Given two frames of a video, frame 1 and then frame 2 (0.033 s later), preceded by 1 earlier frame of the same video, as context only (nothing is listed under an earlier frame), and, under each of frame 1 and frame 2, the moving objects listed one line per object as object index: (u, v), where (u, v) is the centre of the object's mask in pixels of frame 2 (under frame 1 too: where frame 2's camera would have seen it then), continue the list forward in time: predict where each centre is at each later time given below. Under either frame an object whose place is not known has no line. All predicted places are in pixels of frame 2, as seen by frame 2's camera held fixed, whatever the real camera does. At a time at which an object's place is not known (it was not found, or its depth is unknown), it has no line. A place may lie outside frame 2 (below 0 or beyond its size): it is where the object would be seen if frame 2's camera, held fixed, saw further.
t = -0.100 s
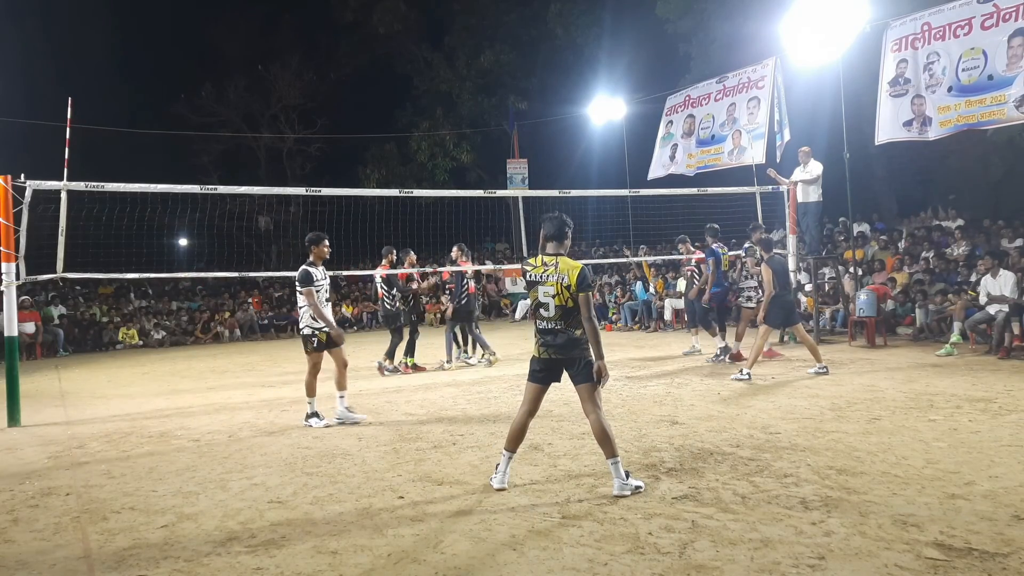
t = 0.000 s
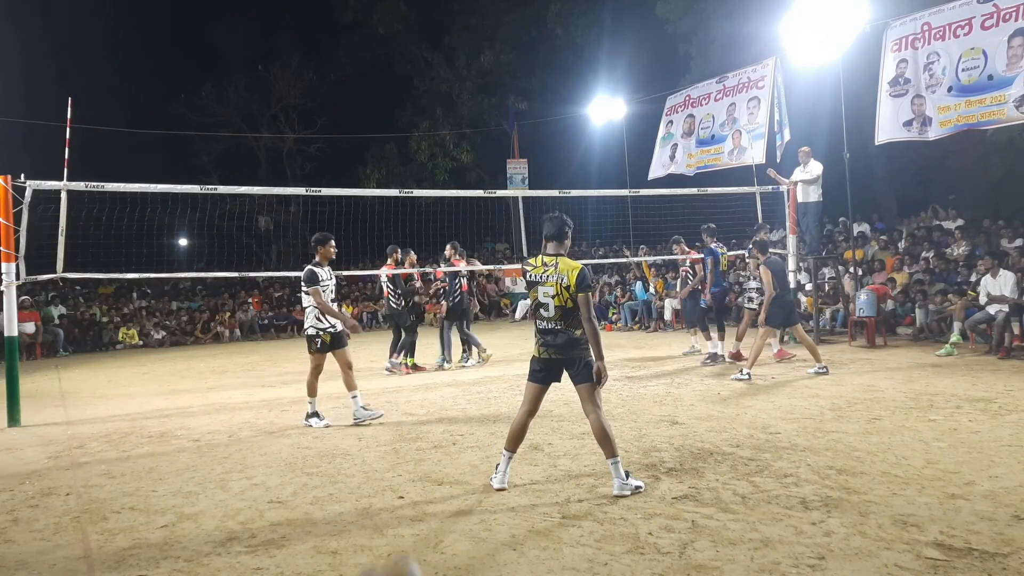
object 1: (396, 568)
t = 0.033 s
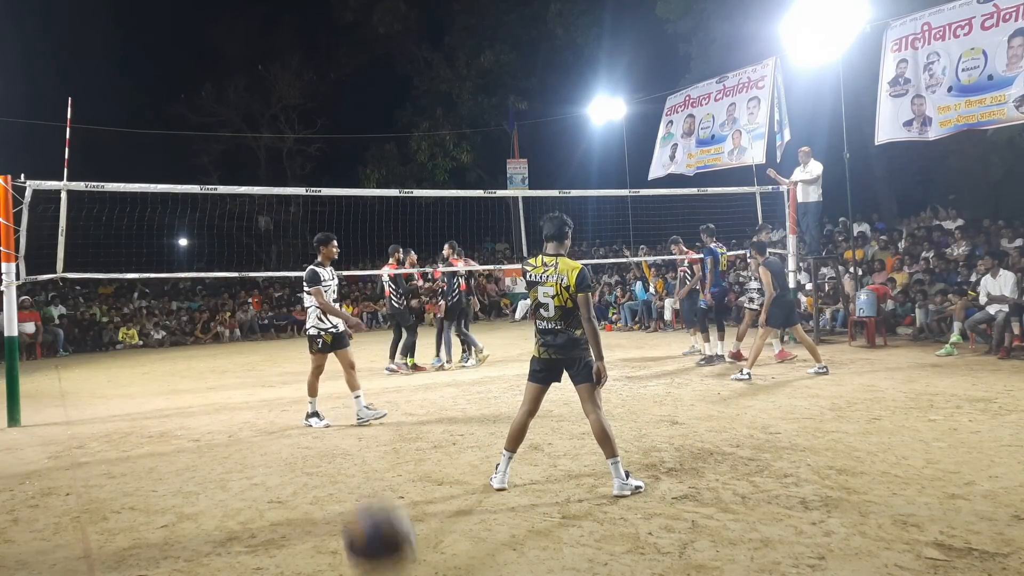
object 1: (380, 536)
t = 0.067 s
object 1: (364, 479)
